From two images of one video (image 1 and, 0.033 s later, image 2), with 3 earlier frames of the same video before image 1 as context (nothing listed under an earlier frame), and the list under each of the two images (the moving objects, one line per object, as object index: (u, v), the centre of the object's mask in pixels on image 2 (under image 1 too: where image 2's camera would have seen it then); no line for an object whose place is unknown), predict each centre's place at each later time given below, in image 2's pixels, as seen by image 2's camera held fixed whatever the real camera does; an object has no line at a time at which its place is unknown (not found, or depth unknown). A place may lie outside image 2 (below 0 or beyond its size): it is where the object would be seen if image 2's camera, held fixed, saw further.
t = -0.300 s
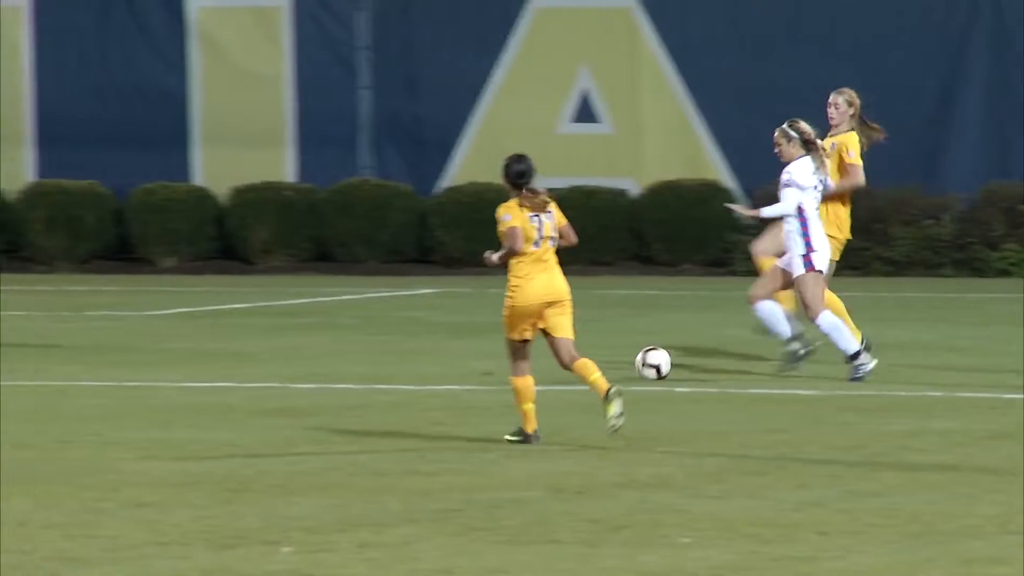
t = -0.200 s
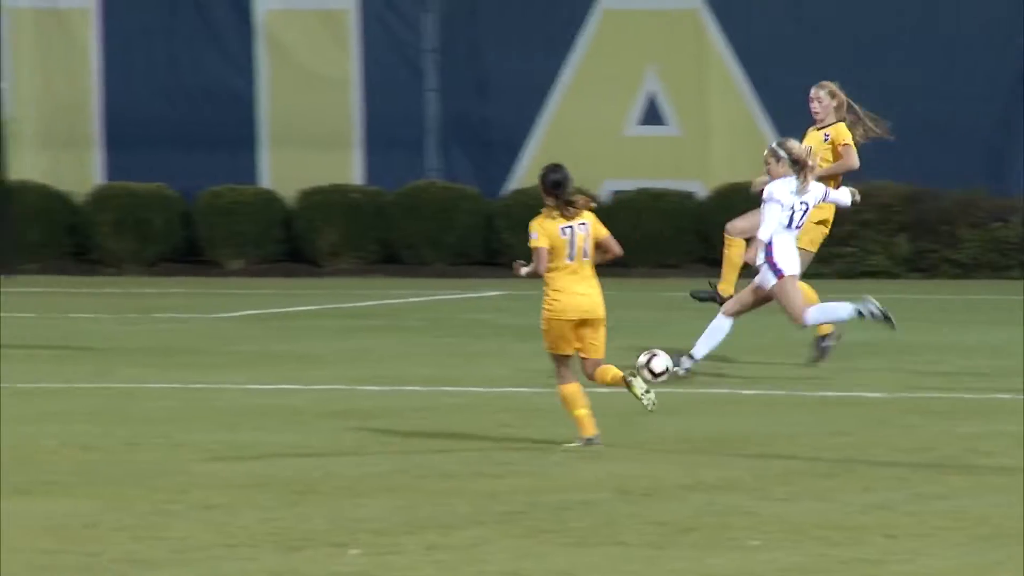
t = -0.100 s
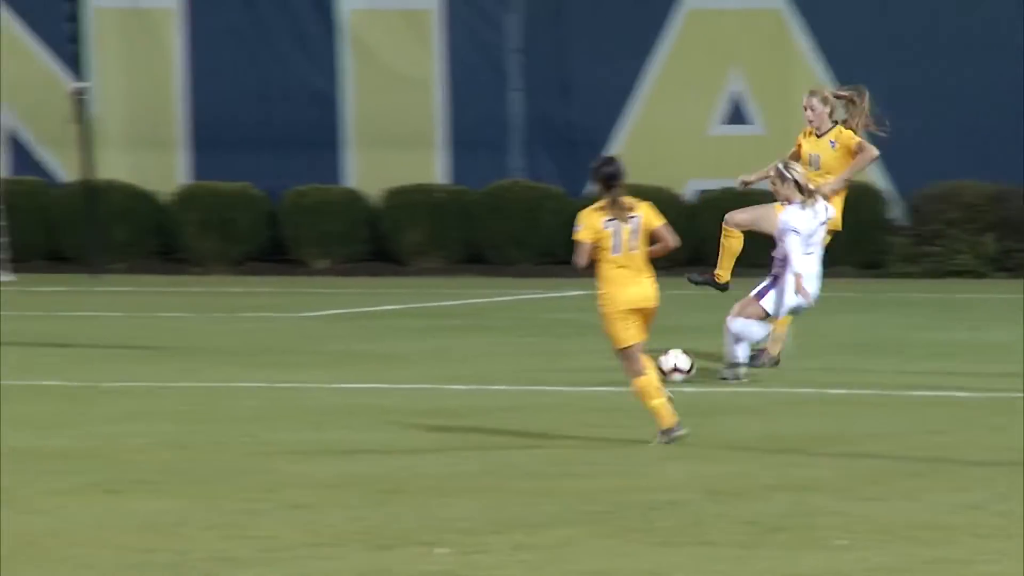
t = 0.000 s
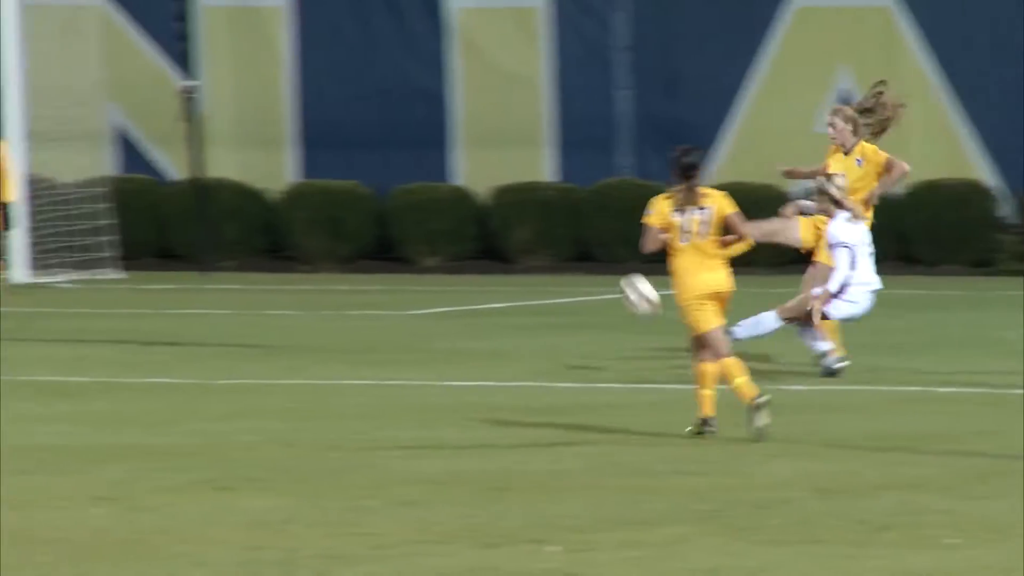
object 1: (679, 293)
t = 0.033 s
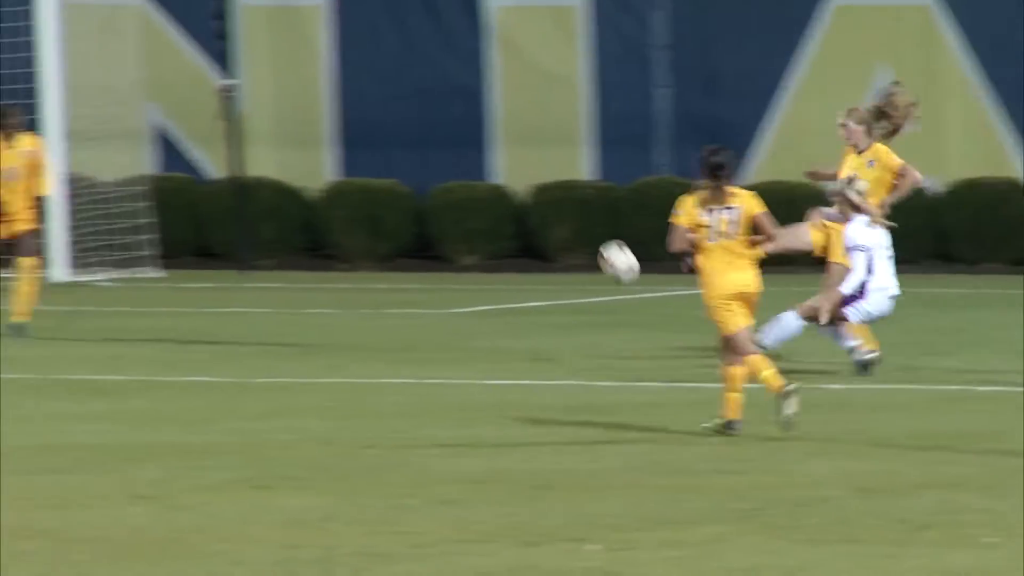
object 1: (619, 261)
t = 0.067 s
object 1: (562, 232)
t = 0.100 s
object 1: (508, 204)
